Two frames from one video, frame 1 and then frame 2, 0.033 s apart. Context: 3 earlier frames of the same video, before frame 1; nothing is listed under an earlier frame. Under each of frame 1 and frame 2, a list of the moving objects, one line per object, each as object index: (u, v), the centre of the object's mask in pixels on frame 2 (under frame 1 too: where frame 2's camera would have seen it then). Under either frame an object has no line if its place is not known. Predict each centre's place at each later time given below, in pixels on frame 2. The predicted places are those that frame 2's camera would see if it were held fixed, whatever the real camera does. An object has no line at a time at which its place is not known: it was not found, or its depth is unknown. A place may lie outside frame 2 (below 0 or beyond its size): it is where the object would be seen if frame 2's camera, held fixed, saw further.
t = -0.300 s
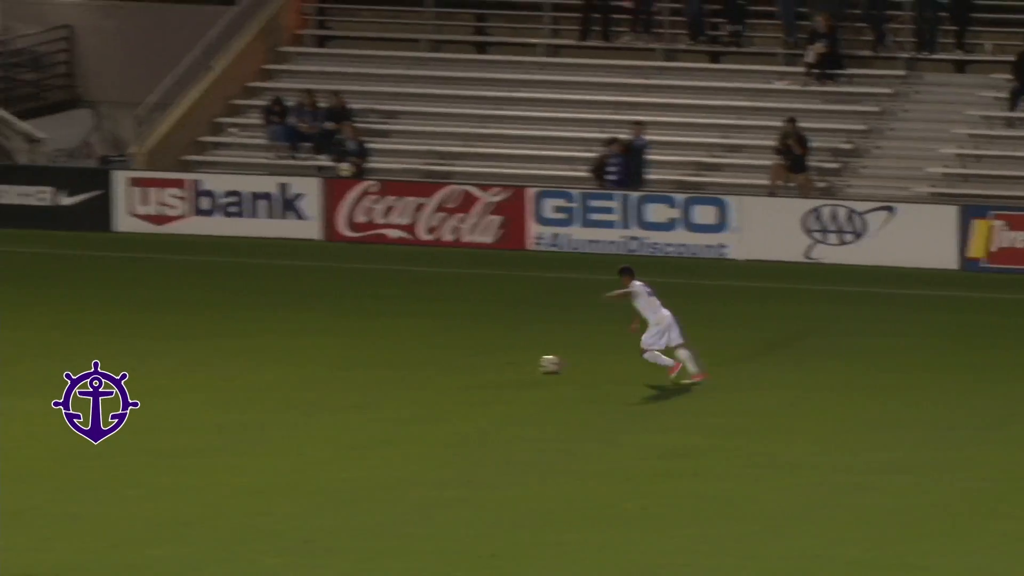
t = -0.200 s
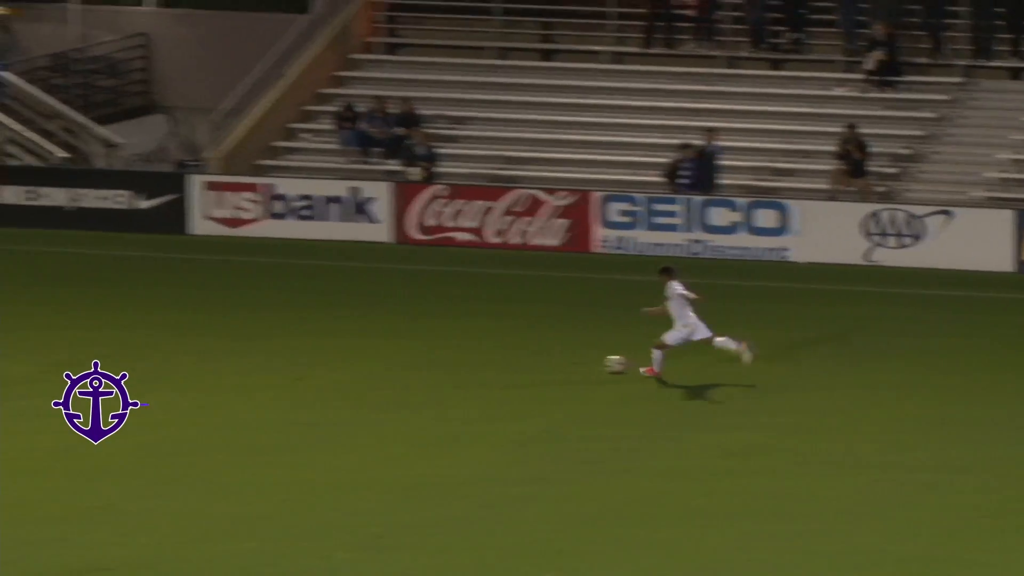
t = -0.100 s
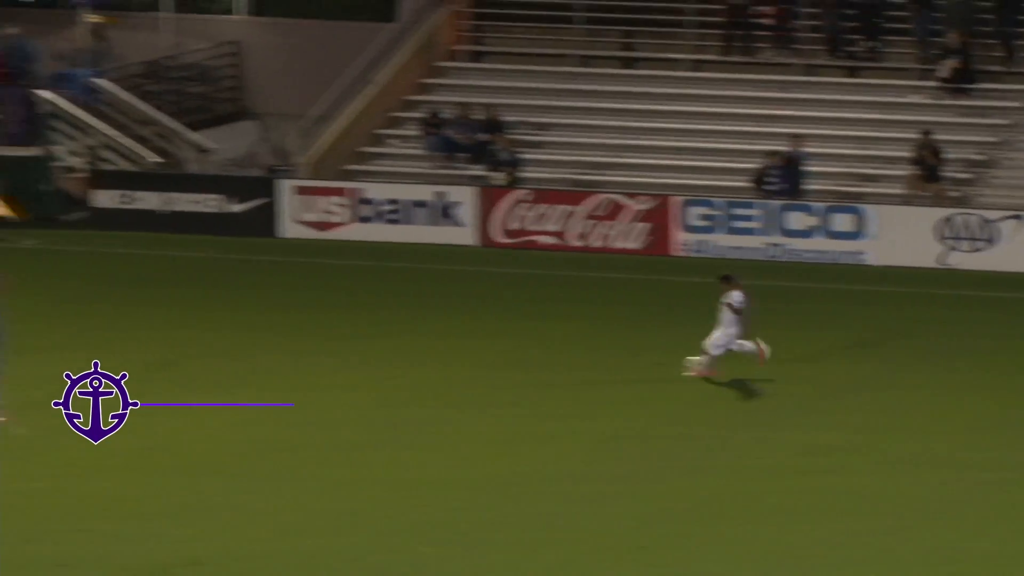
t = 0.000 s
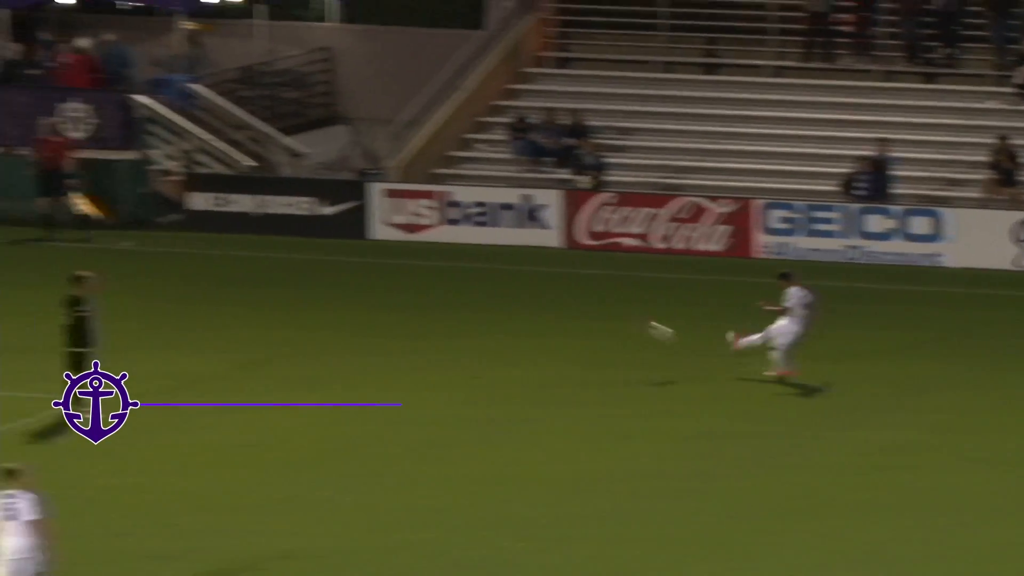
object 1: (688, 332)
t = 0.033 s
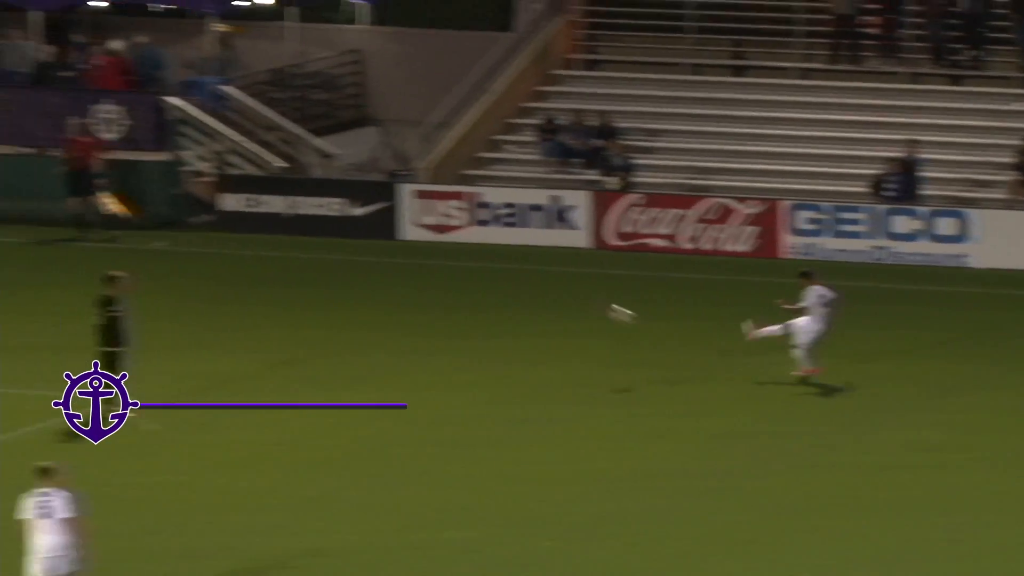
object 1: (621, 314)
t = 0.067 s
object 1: (554, 299)
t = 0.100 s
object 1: (488, 284)
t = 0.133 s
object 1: (423, 270)
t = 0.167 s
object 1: (358, 256)
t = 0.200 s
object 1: (294, 244)
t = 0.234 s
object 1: (229, 232)
